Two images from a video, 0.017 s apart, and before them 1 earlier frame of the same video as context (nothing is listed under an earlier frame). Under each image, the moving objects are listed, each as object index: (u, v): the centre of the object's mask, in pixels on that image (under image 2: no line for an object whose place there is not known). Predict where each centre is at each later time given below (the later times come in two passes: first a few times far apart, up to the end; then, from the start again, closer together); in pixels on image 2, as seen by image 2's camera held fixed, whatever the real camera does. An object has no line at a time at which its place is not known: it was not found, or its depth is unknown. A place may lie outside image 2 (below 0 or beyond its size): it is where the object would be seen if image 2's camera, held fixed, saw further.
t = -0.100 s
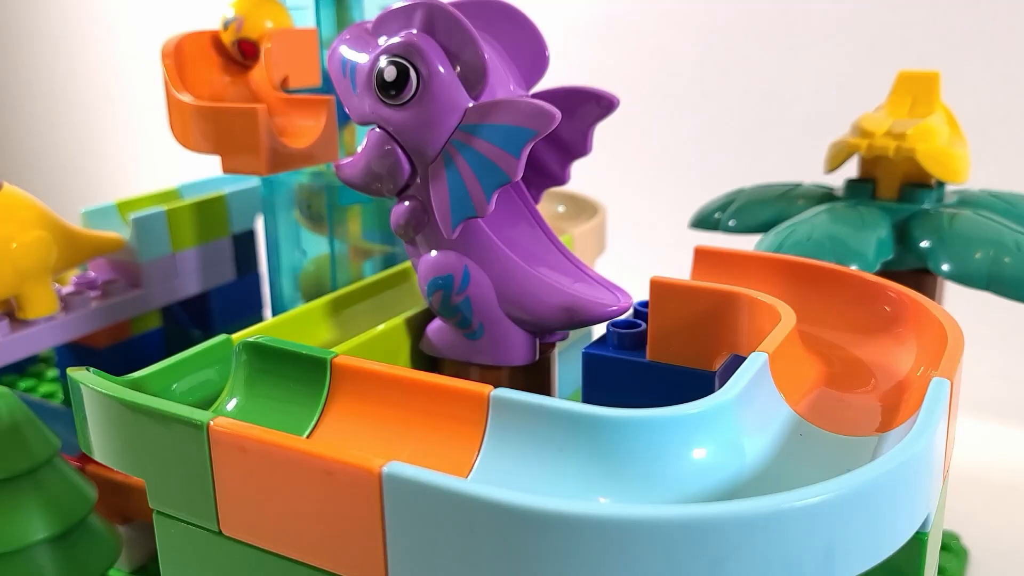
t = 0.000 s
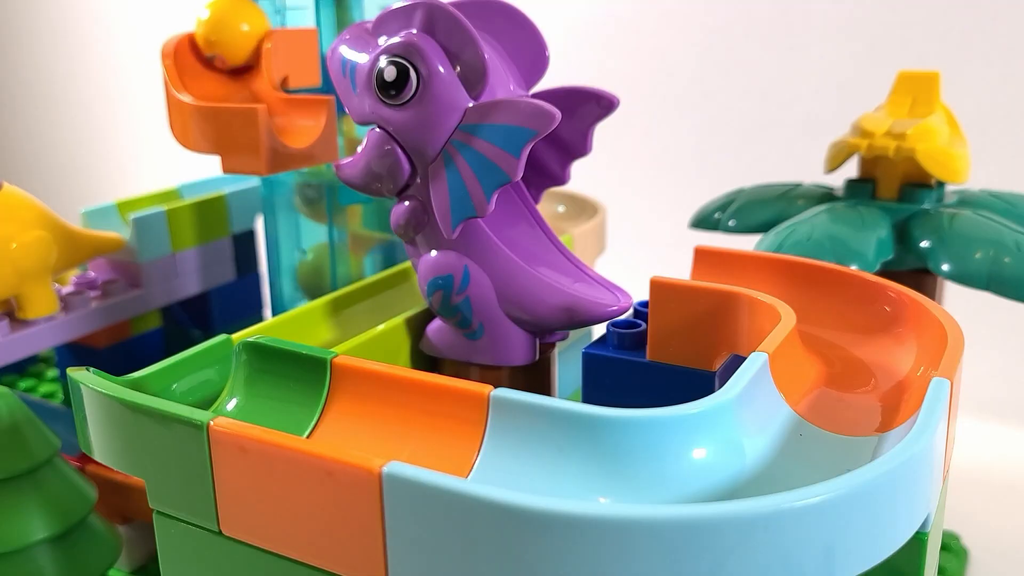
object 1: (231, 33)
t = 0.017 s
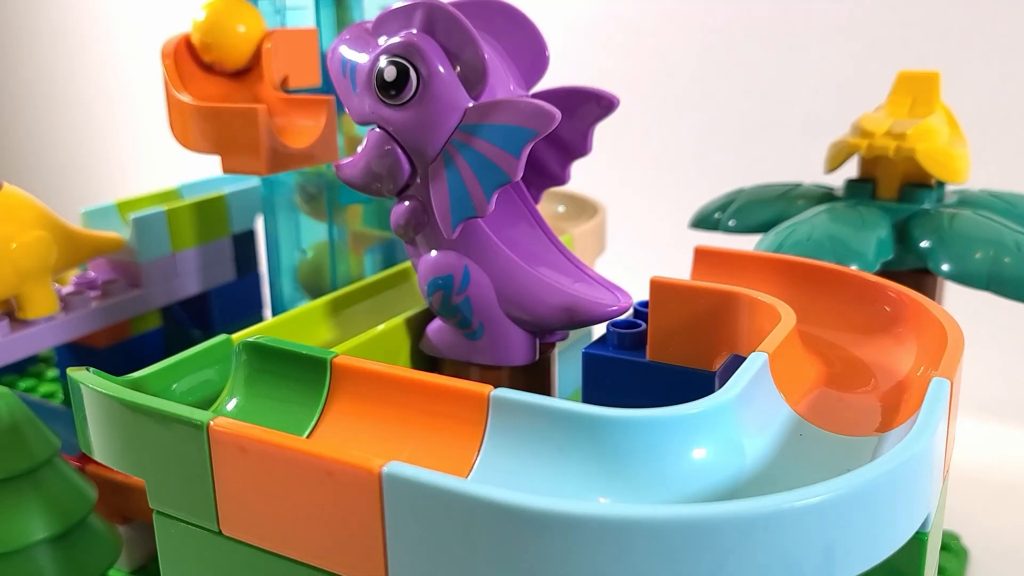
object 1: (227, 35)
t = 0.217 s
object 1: (298, 101)
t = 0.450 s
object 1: (568, 235)
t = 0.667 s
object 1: (844, 371)
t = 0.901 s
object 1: (468, 419)
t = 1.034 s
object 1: (294, 382)
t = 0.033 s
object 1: (225, 37)
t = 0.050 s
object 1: (222, 40)
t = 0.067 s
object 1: (220, 43)
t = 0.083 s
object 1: (218, 48)
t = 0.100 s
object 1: (218, 54)
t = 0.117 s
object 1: (218, 63)
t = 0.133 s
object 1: (221, 69)
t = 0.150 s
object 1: (226, 77)
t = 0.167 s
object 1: (242, 87)
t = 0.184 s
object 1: (262, 91)
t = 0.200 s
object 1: (283, 97)
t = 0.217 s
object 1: (298, 101)
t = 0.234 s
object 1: (310, 111)
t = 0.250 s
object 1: (324, 115)
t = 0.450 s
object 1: (568, 235)
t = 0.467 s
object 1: (614, 248)
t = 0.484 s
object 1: (650, 246)
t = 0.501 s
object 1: (703, 253)
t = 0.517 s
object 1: (748, 259)
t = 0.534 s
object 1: (789, 269)
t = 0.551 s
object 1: (824, 283)
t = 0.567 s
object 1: (846, 296)
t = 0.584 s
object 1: (863, 309)
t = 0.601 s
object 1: (874, 324)
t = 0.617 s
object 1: (872, 338)
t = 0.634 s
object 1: (861, 353)
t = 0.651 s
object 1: (851, 364)
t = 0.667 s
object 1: (844, 371)
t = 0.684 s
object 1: (835, 389)
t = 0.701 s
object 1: (828, 401)
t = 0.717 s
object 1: (811, 413)
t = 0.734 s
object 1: (790, 422)
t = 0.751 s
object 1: (761, 431)
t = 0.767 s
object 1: (721, 441)
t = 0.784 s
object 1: (685, 443)
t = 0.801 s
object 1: (651, 443)
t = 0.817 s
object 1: (611, 443)
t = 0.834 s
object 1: (579, 439)
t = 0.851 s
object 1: (546, 435)
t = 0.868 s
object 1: (517, 430)
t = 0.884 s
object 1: (492, 424)
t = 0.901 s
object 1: (468, 419)
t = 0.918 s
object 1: (443, 414)
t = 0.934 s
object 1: (421, 410)
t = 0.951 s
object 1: (400, 407)
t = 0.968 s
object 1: (377, 401)
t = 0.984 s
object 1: (354, 397)
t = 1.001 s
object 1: (335, 393)
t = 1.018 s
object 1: (314, 388)
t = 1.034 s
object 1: (294, 382)
